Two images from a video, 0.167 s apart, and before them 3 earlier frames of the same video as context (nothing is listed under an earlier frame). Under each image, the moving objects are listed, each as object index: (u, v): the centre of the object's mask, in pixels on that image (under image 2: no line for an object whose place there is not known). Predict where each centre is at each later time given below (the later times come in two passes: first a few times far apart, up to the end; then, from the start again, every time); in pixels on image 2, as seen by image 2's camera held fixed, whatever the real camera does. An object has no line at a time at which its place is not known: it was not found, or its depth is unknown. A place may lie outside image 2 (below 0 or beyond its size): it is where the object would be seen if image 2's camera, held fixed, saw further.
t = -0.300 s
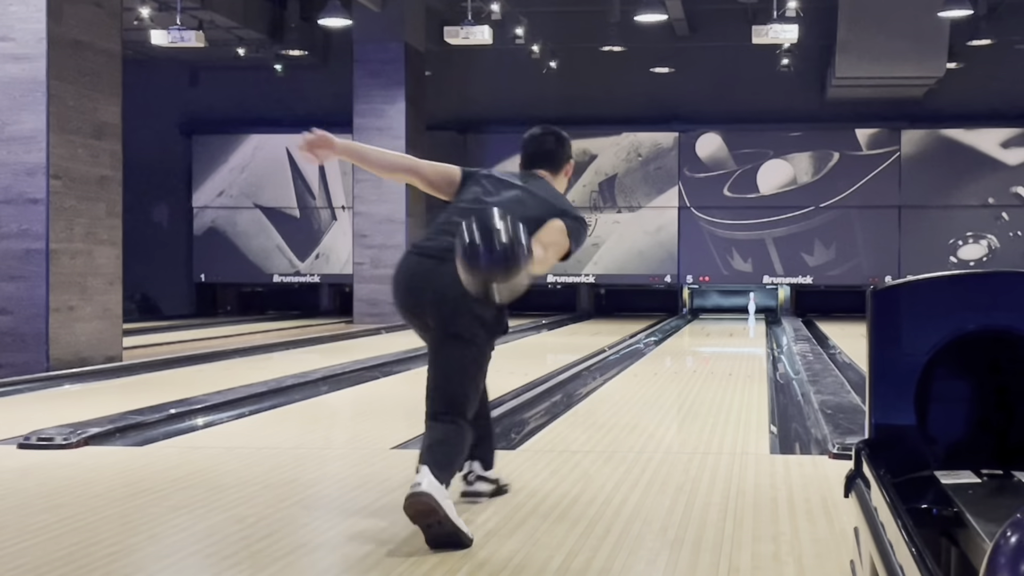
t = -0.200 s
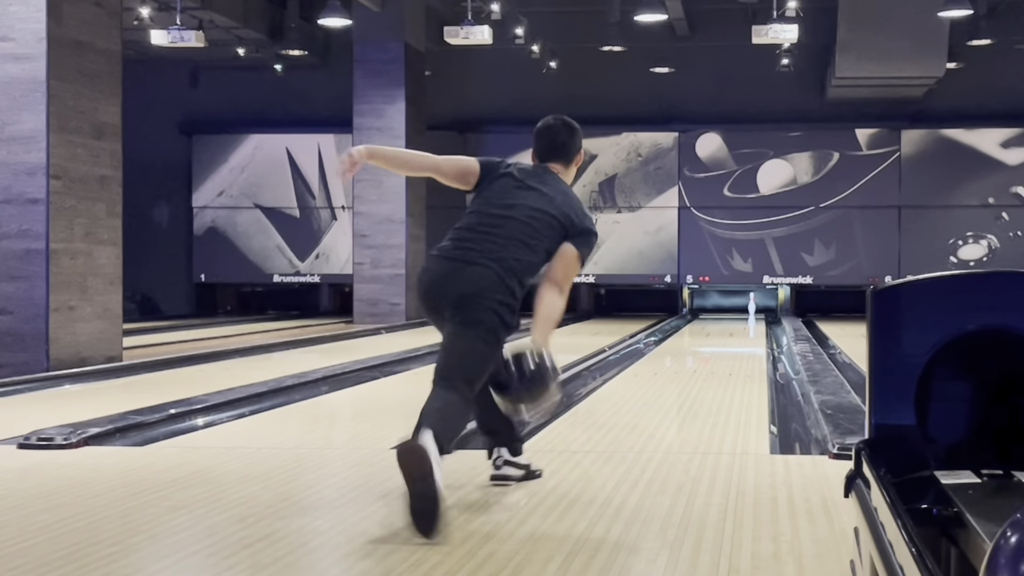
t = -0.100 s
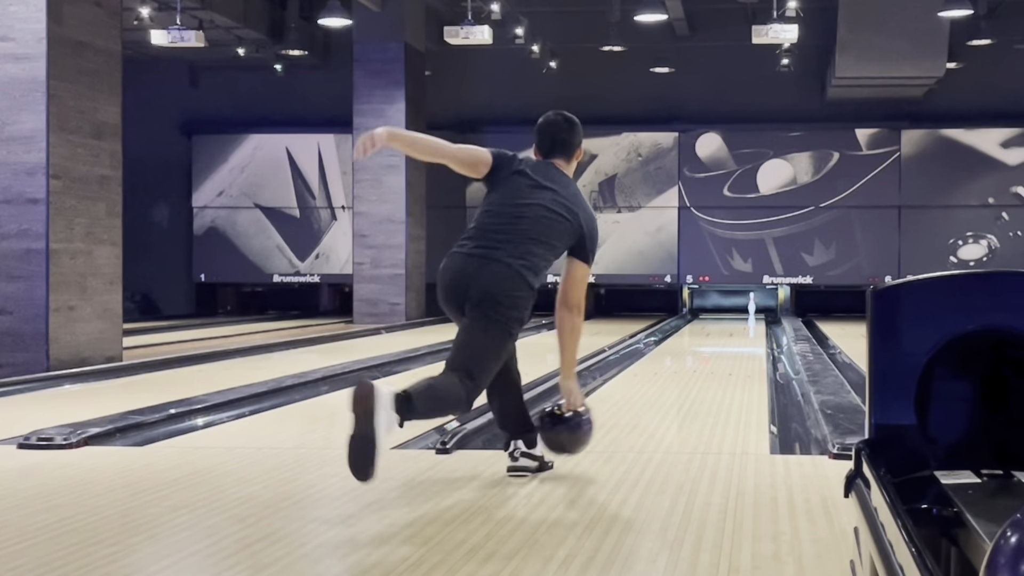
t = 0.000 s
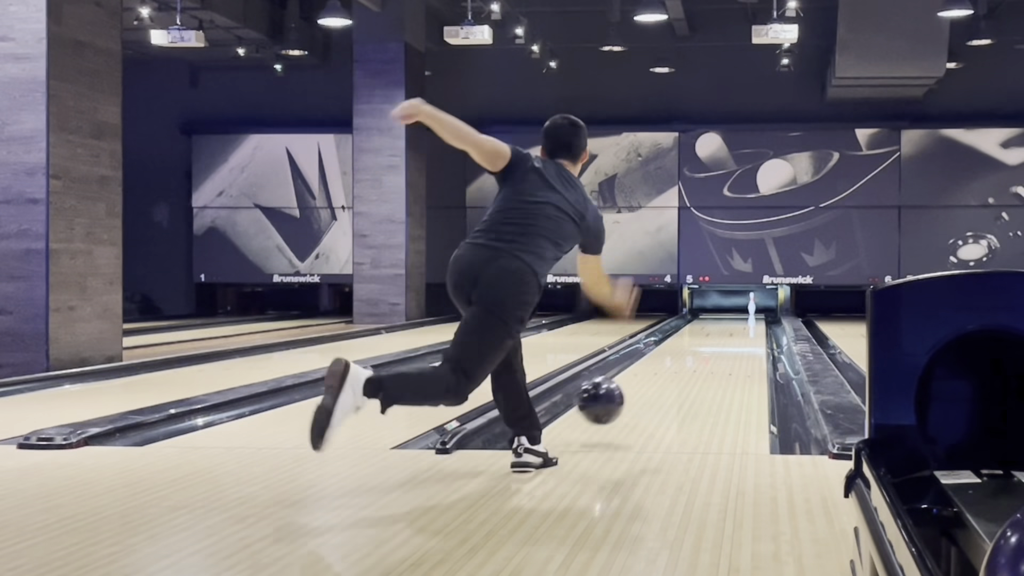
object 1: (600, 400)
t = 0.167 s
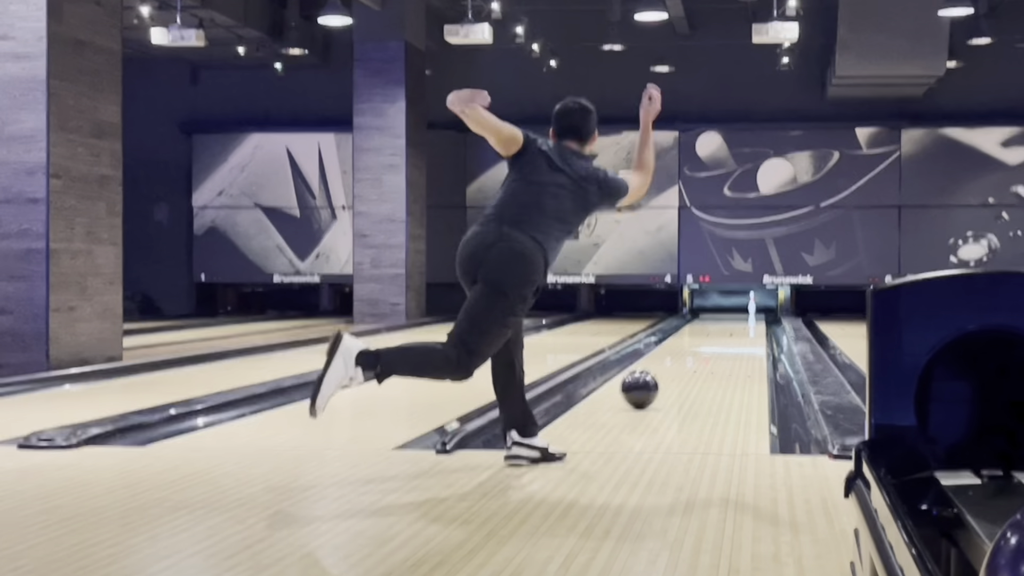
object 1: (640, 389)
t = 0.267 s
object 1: (656, 375)
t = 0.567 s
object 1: (689, 350)
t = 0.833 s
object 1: (707, 336)
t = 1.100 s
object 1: (720, 326)
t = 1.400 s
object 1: (730, 318)
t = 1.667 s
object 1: (737, 314)
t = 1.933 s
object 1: (741, 309)
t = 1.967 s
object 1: (741, 309)
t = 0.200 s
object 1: (646, 383)
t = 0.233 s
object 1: (651, 380)
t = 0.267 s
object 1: (656, 375)
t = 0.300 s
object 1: (661, 372)
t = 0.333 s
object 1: (665, 368)
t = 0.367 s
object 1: (669, 365)
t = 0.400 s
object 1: (673, 362)
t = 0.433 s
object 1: (677, 360)
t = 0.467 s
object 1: (680, 357)
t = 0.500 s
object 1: (683, 355)
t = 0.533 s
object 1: (686, 352)
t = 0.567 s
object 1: (689, 350)
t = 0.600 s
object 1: (692, 348)
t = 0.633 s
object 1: (694, 346)
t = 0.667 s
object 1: (697, 344)
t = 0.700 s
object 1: (699, 343)
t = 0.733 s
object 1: (701, 341)
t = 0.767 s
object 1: (703, 339)
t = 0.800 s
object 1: (705, 337)
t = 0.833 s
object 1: (707, 336)
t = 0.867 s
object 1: (709, 334)
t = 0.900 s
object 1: (711, 333)
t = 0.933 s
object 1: (713, 332)
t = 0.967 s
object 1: (714, 331)
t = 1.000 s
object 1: (716, 329)
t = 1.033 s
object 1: (717, 328)
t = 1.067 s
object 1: (719, 327)
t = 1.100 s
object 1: (720, 326)
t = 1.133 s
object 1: (722, 325)
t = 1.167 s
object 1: (723, 324)
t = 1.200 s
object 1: (724, 323)
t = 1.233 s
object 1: (725, 322)
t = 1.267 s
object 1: (726, 321)
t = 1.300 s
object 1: (728, 320)
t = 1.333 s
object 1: (728, 319)
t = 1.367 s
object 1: (730, 319)
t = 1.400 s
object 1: (730, 318)
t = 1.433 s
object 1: (731, 317)
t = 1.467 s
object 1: (732, 316)
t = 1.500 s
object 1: (733, 316)
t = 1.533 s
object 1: (734, 315)
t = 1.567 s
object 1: (735, 315)
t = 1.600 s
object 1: (735, 315)
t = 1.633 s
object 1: (736, 314)
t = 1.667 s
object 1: (737, 314)
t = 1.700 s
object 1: (737, 314)
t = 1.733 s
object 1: (738, 313)
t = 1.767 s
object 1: (739, 312)
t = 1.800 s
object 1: (739, 312)
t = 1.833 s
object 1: (740, 311)
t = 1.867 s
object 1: (740, 311)
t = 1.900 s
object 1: (741, 310)
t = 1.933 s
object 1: (741, 309)
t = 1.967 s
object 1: (741, 309)
